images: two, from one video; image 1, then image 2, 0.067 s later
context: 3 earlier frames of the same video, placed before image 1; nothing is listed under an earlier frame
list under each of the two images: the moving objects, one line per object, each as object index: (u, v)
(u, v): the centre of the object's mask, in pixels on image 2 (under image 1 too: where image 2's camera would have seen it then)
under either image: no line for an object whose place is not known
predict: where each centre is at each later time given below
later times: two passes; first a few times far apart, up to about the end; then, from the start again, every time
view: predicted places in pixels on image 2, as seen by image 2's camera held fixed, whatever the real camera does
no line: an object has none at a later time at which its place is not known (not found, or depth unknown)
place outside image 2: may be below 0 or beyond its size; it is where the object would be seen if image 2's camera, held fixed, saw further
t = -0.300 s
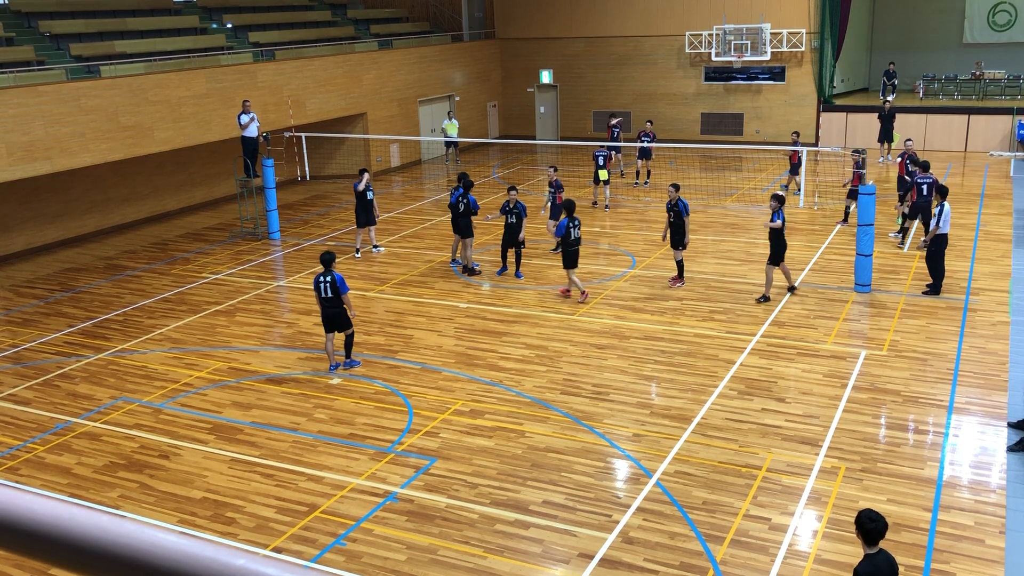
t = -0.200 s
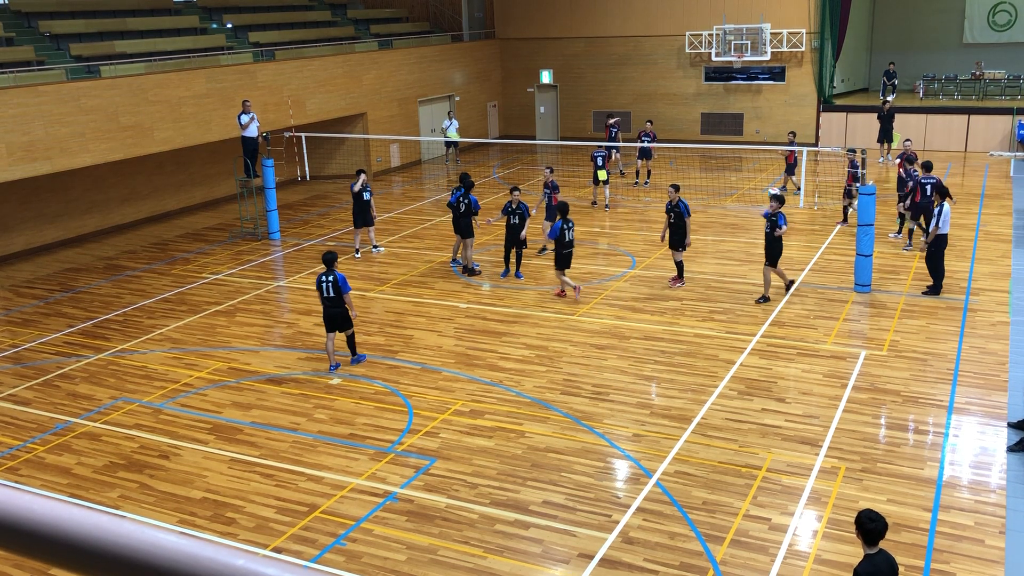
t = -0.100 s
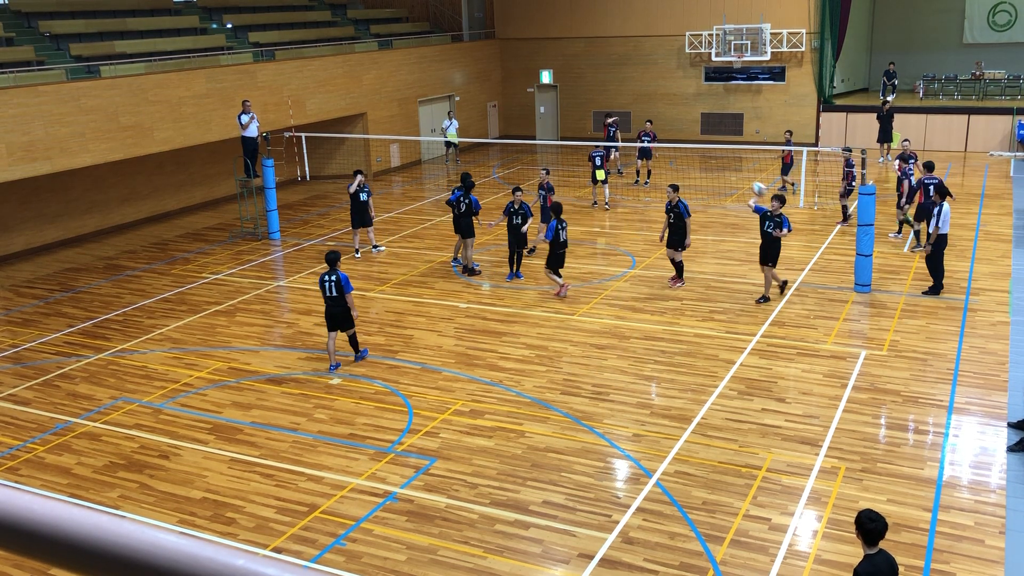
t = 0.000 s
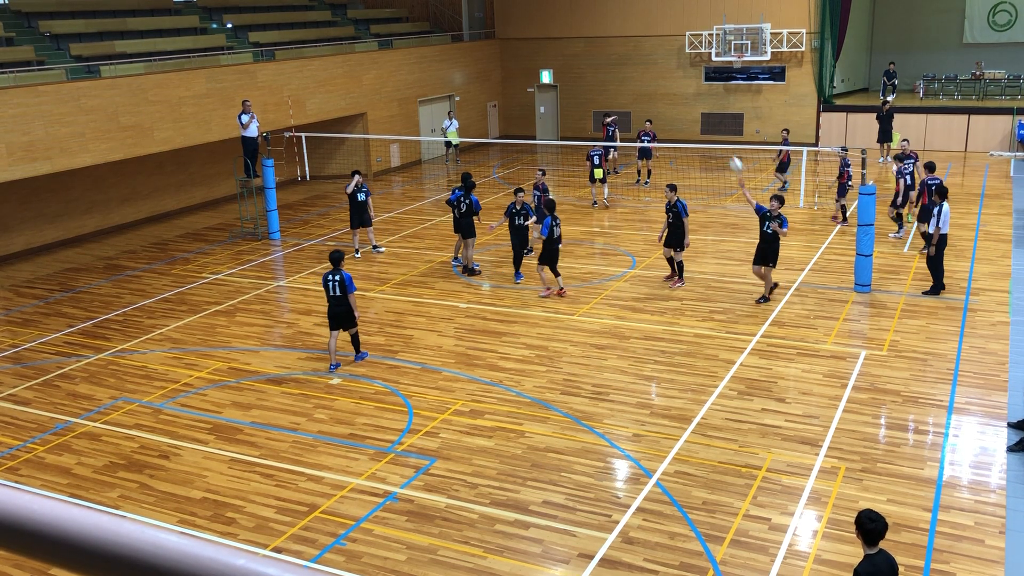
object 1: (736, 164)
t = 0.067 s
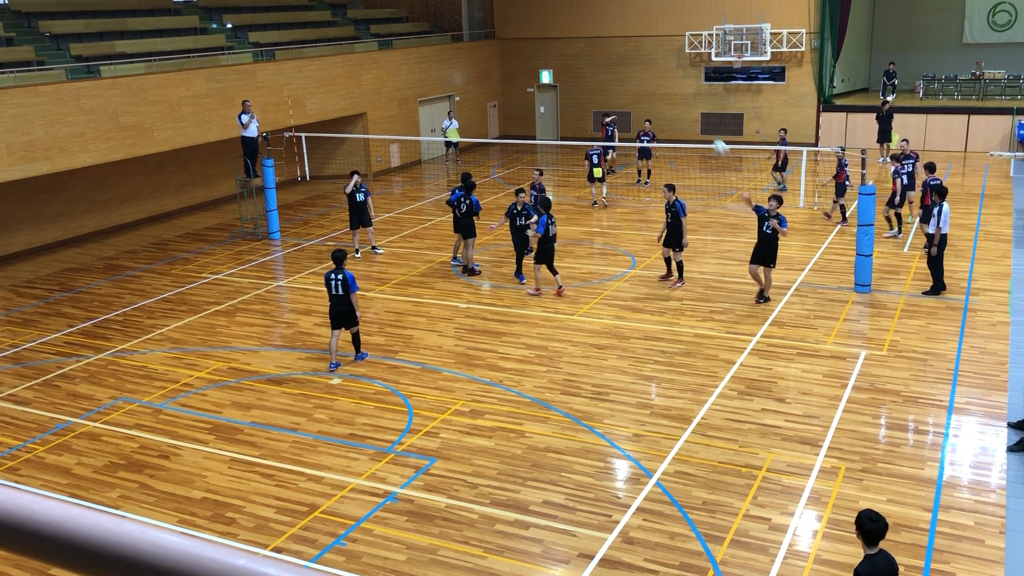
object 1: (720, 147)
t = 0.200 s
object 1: (685, 118)
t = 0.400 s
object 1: (627, 92)
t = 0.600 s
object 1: (558, 91)
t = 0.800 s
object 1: (476, 124)
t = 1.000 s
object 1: (382, 202)
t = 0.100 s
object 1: (711, 139)
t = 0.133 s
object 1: (703, 131)
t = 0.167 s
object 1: (695, 125)
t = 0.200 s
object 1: (685, 118)
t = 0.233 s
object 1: (676, 112)
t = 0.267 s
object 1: (667, 107)
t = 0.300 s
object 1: (657, 102)
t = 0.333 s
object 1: (647, 98)
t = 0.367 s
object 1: (637, 94)
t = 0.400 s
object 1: (627, 92)
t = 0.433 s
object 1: (616, 89)
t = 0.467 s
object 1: (606, 88)
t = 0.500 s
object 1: (594, 87)
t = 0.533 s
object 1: (582, 87)
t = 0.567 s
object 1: (570, 88)
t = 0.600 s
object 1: (558, 91)
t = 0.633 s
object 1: (545, 93)
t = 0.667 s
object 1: (532, 98)
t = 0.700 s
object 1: (519, 103)
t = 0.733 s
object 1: (506, 108)
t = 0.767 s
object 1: (491, 116)
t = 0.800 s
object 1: (476, 124)
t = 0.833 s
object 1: (462, 133)
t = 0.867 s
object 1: (446, 145)
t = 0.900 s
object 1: (431, 156)
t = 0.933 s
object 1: (414, 171)
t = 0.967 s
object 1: (398, 186)
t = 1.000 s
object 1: (382, 202)
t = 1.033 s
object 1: (363, 221)
